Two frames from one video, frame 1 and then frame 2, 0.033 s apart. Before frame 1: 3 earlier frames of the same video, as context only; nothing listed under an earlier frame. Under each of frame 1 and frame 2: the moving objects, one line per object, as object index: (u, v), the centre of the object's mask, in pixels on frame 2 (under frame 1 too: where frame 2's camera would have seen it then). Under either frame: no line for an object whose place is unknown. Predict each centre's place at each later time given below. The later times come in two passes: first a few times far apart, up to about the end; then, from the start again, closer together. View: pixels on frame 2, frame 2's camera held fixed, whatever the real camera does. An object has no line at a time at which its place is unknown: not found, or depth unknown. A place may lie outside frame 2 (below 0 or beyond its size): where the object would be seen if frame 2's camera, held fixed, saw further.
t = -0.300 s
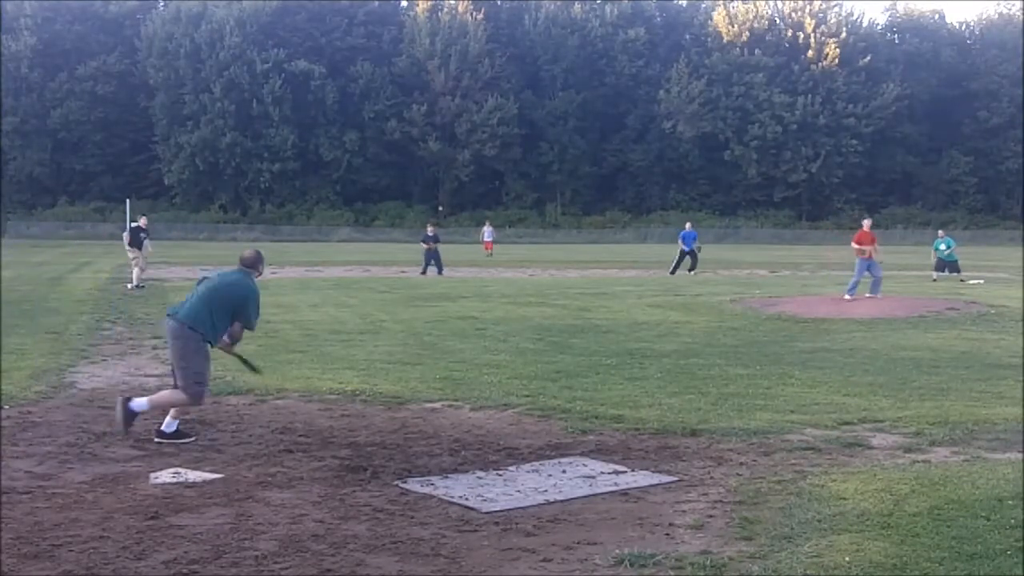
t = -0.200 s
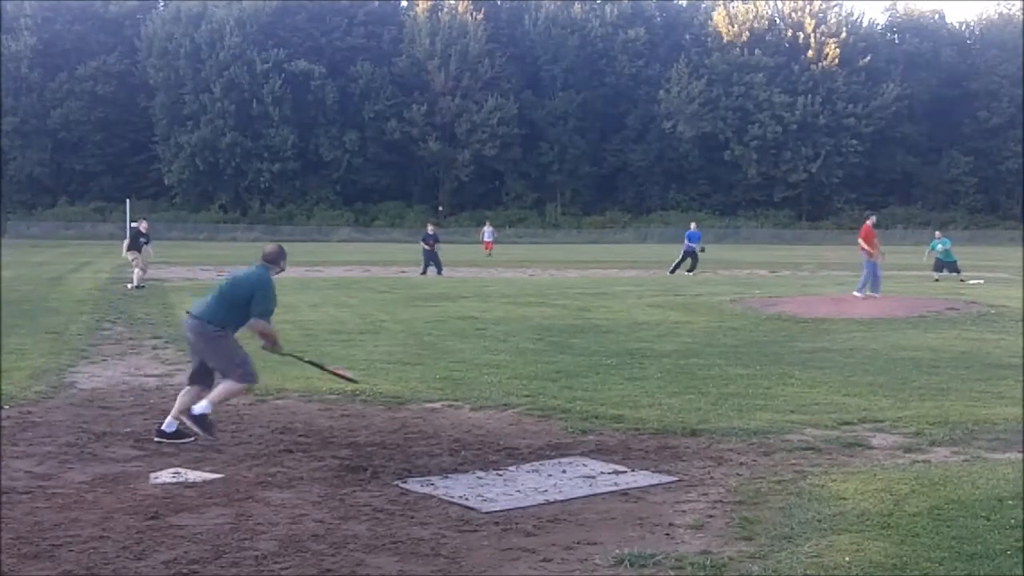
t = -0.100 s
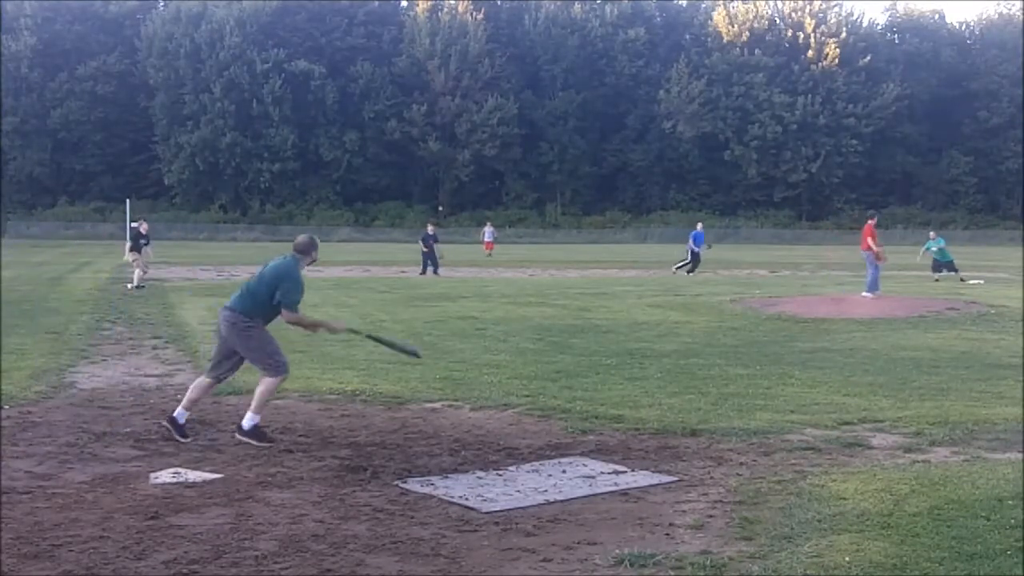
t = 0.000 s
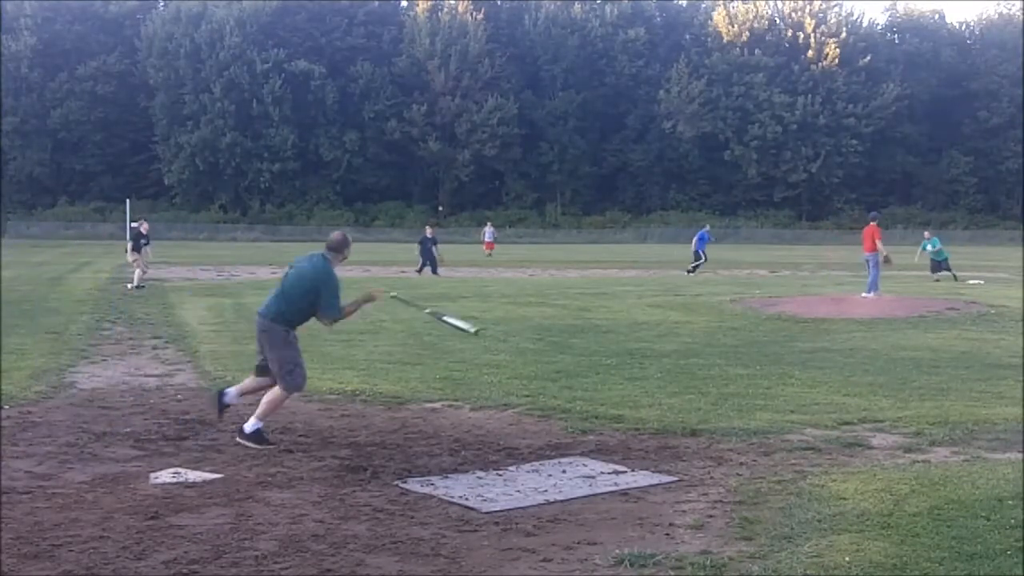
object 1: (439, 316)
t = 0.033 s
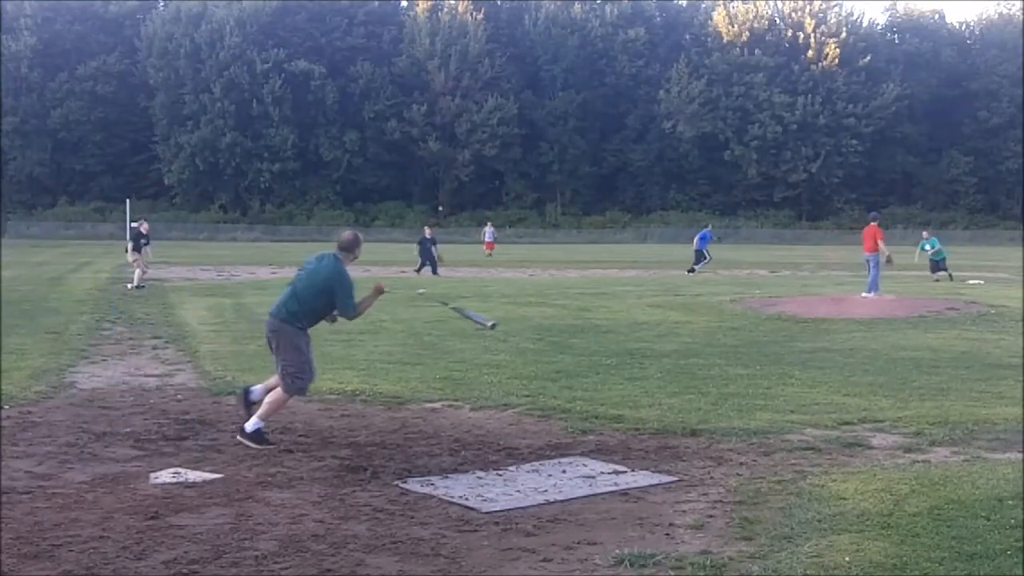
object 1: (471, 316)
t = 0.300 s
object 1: (653, 331)
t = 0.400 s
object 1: (733, 369)
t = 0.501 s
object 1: (807, 422)
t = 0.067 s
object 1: (483, 307)
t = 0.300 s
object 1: (653, 331)
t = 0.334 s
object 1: (680, 342)
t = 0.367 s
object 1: (707, 355)
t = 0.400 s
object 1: (733, 369)
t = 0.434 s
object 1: (761, 386)
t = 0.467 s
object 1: (787, 405)
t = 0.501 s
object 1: (807, 422)
